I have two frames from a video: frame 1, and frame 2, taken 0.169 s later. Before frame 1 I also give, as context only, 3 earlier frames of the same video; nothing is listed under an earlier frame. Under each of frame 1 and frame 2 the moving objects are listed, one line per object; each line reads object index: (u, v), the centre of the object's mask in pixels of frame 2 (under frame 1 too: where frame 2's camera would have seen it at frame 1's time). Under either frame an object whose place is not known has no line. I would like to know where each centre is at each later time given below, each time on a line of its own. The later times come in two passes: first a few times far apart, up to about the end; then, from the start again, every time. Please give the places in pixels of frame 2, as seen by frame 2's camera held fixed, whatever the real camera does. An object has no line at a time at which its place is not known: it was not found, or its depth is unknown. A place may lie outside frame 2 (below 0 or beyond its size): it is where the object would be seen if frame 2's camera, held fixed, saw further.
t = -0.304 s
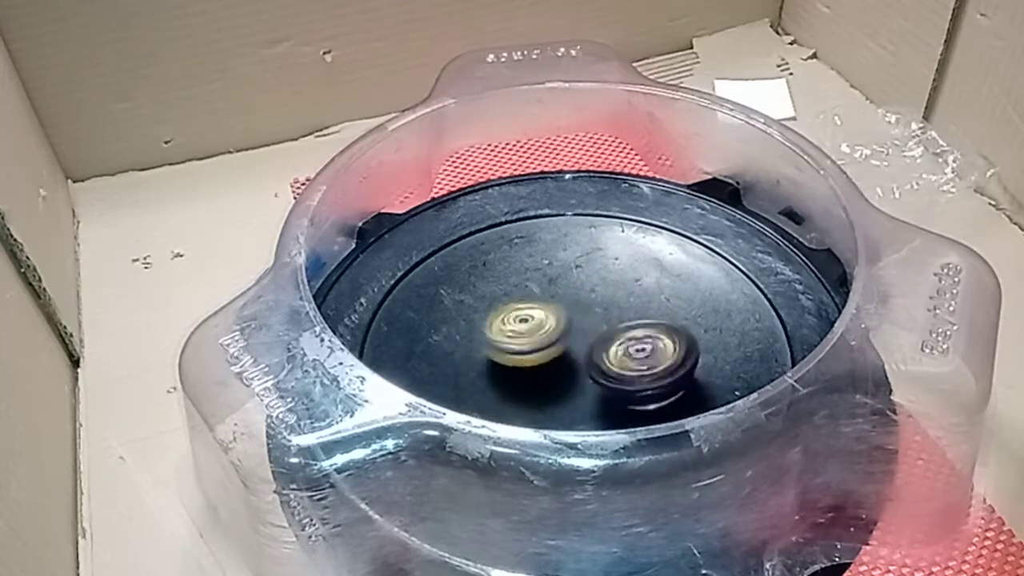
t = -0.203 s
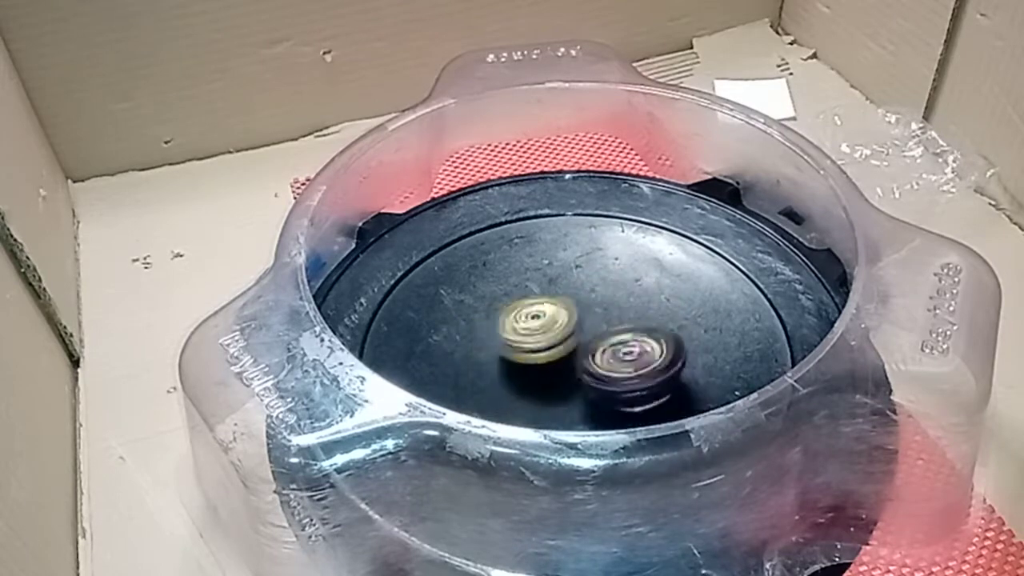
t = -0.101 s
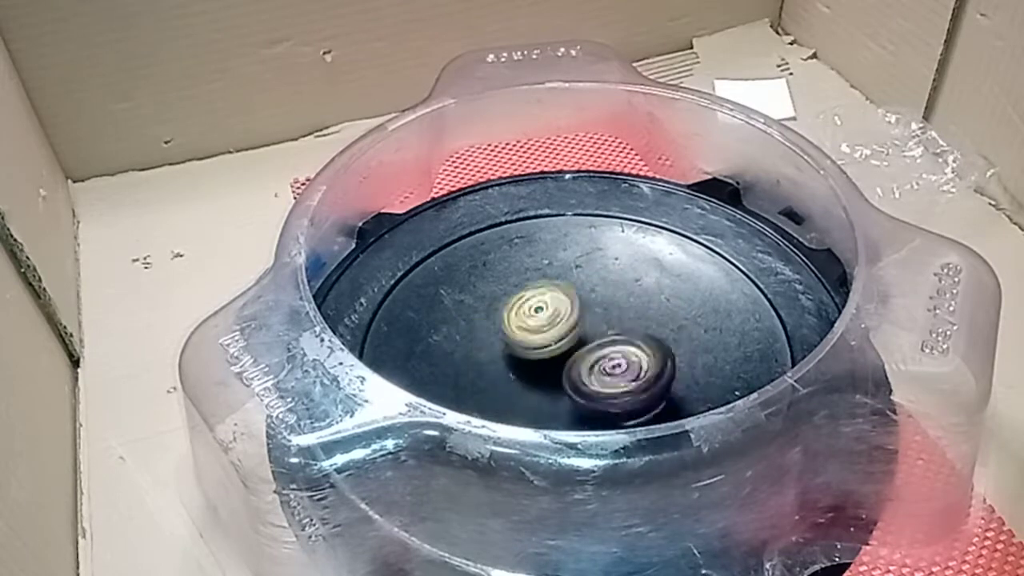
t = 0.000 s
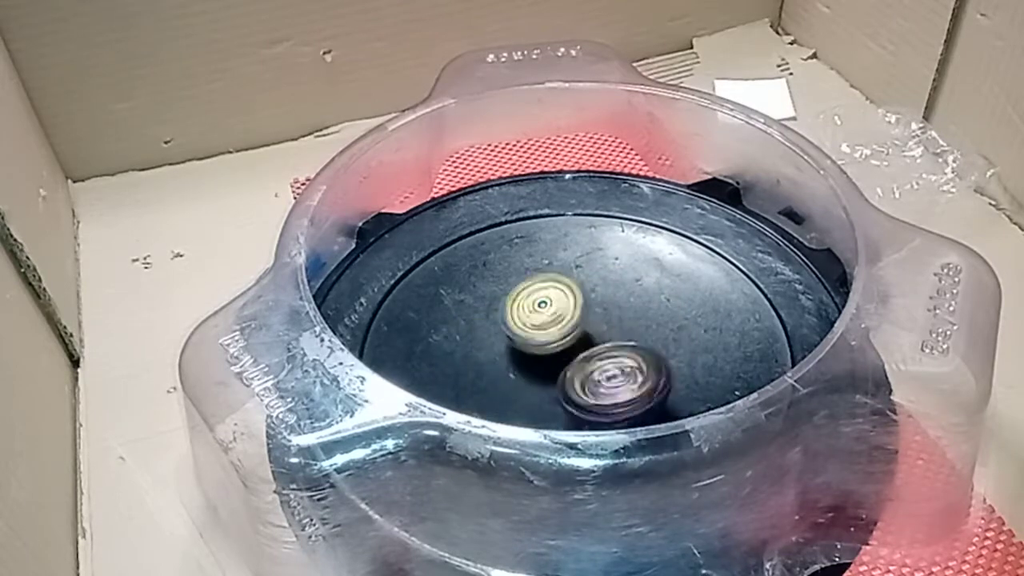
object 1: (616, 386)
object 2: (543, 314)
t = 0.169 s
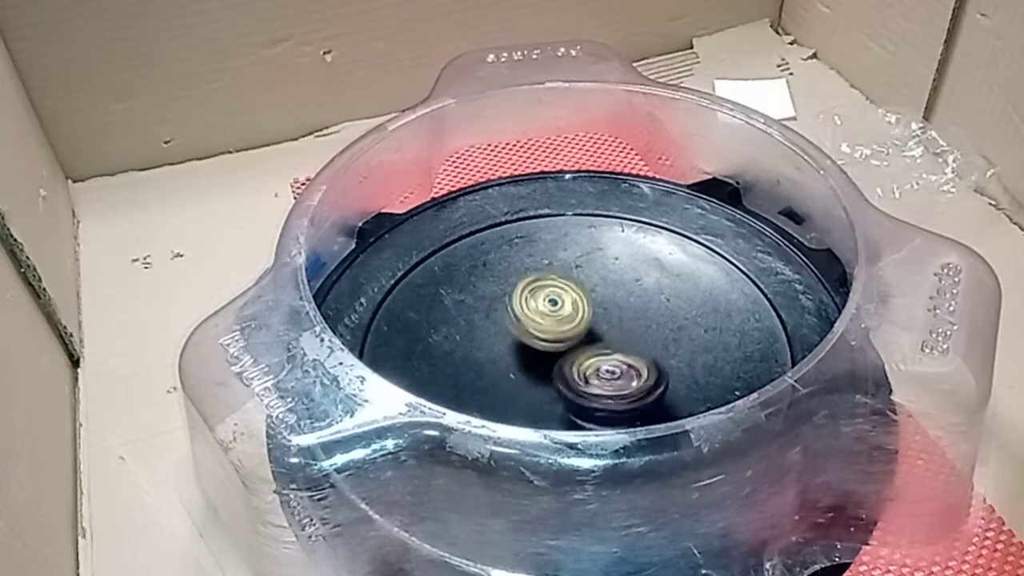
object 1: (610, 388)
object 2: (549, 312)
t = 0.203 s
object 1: (607, 385)
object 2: (551, 311)
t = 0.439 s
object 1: (584, 384)
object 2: (552, 305)
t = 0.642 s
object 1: (586, 388)
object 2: (556, 301)
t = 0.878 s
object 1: (583, 377)
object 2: (560, 302)
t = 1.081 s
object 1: (582, 378)
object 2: (558, 301)
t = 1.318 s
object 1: (605, 396)
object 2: (550, 292)
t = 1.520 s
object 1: (623, 397)
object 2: (567, 309)
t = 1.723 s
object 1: (598, 377)
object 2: (593, 312)
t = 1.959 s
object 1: (572, 383)
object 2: (611, 299)
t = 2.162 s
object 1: (566, 371)
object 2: (607, 308)
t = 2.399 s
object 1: (545, 366)
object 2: (574, 305)
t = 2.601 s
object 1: (551, 376)
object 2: (567, 306)
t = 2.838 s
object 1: (575, 364)
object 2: (588, 301)
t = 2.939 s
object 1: (590, 365)
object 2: (577, 298)
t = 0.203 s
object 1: (607, 385)
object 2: (551, 311)
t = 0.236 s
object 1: (604, 385)
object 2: (551, 311)
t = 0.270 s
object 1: (599, 383)
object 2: (552, 311)
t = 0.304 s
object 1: (596, 380)
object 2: (551, 310)
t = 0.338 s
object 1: (591, 381)
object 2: (552, 310)
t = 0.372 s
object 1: (588, 381)
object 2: (553, 310)
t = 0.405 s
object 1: (586, 383)
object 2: (553, 309)
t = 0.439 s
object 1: (584, 384)
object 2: (552, 305)
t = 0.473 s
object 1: (584, 386)
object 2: (553, 302)
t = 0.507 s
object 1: (583, 388)
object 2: (555, 302)
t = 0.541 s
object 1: (584, 388)
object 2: (556, 299)
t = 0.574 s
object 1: (584, 388)
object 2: (556, 299)
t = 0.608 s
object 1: (586, 388)
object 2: (555, 300)
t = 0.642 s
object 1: (586, 388)
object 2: (556, 301)
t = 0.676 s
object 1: (585, 386)
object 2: (558, 301)
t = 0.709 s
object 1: (583, 385)
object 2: (559, 302)
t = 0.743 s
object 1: (583, 384)
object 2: (561, 302)
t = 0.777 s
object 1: (583, 382)
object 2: (560, 304)
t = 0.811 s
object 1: (582, 377)
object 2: (558, 304)
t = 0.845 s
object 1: (581, 380)
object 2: (561, 305)
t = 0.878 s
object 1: (583, 377)
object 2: (560, 302)
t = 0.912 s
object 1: (583, 377)
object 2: (558, 305)
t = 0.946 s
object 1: (586, 377)
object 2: (558, 305)
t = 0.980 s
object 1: (587, 380)
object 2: (558, 305)
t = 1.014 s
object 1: (584, 376)
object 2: (556, 304)
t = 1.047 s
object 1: (583, 378)
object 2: (556, 303)
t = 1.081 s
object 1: (582, 378)
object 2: (558, 301)
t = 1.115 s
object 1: (580, 378)
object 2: (559, 303)
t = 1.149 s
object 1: (581, 378)
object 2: (560, 304)
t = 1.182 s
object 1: (582, 377)
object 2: (561, 304)
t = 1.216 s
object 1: (586, 381)
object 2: (561, 301)
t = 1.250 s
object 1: (591, 387)
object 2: (559, 295)
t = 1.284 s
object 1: (600, 394)
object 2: (554, 291)
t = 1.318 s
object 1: (605, 396)
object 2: (550, 292)
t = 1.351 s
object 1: (611, 397)
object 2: (548, 296)
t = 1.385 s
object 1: (614, 400)
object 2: (552, 299)
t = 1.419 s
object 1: (620, 399)
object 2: (557, 301)
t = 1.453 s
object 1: (621, 398)
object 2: (562, 303)
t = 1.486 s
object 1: (622, 398)
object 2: (565, 305)
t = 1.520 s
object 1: (623, 397)
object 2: (567, 309)
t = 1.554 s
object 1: (622, 396)
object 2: (571, 310)
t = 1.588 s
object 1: (622, 391)
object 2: (574, 314)
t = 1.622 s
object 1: (617, 389)
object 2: (578, 315)
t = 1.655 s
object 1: (614, 388)
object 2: (585, 317)
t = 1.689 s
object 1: (608, 382)
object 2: (590, 317)
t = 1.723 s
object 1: (598, 377)
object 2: (593, 312)
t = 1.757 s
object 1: (595, 384)
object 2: (597, 307)
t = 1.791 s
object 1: (592, 386)
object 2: (601, 302)
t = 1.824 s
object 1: (588, 382)
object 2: (605, 299)
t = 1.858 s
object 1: (580, 384)
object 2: (608, 299)
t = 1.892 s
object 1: (579, 387)
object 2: (611, 298)
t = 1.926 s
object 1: (576, 382)
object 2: (612, 297)
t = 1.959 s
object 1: (572, 383)
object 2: (611, 299)
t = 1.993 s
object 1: (569, 381)
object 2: (610, 300)
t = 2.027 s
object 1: (569, 380)
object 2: (609, 301)
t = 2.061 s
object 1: (570, 377)
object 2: (607, 303)
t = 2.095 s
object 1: (569, 376)
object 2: (608, 306)
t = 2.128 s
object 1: (568, 374)
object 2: (608, 308)
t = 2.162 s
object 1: (566, 371)
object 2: (607, 308)
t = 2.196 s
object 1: (564, 370)
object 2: (604, 308)
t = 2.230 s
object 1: (560, 366)
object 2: (596, 307)
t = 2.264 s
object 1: (556, 369)
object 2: (590, 308)
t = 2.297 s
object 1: (553, 365)
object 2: (582, 305)
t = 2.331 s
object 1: (550, 366)
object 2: (579, 305)
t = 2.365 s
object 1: (546, 367)
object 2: (577, 306)
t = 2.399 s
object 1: (545, 366)
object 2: (574, 305)
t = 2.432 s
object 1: (543, 371)
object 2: (572, 306)
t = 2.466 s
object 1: (545, 373)
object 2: (569, 306)
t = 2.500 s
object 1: (546, 372)
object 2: (567, 305)
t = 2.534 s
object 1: (549, 375)
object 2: (565, 305)
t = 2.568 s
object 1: (550, 377)
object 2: (566, 305)
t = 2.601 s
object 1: (551, 376)
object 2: (567, 306)
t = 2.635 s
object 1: (553, 377)
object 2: (570, 307)
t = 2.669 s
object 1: (555, 377)
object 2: (573, 307)
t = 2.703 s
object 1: (560, 376)
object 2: (577, 307)
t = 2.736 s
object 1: (567, 373)
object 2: (581, 306)
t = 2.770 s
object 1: (571, 375)
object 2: (585, 305)
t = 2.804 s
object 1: (572, 370)
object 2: (587, 302)
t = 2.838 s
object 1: (575, 364)
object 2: (588, 301)
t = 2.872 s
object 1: (580, 362)
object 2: (586, 299)
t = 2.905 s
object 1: (586, 363)
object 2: (582, 298)
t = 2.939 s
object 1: (590, 365)
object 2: (577, 298)
